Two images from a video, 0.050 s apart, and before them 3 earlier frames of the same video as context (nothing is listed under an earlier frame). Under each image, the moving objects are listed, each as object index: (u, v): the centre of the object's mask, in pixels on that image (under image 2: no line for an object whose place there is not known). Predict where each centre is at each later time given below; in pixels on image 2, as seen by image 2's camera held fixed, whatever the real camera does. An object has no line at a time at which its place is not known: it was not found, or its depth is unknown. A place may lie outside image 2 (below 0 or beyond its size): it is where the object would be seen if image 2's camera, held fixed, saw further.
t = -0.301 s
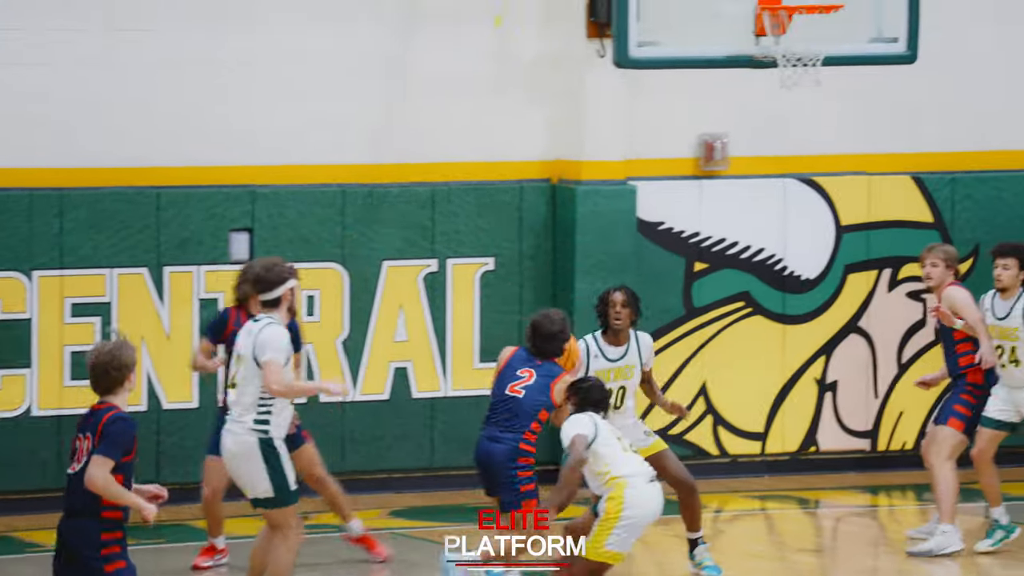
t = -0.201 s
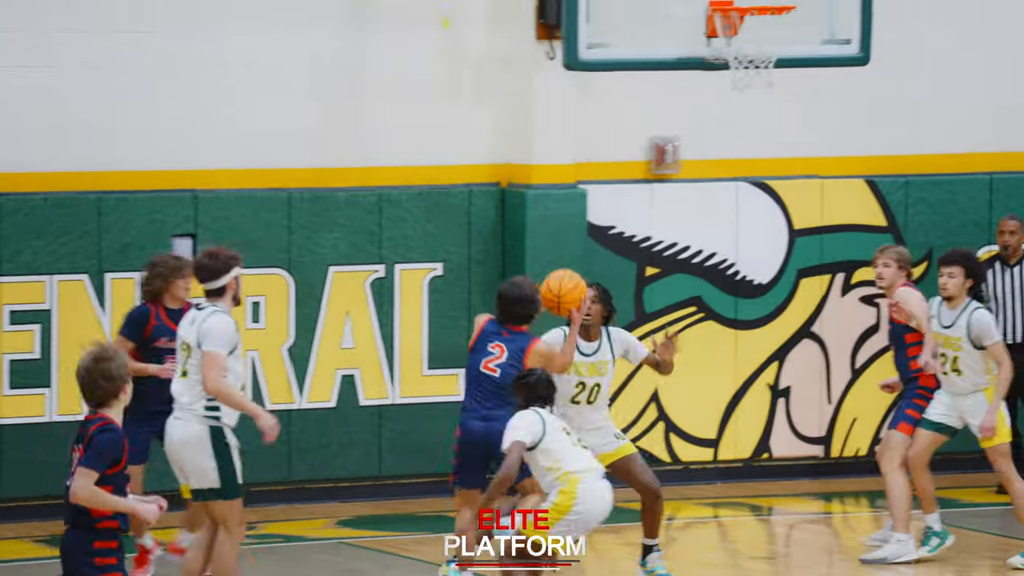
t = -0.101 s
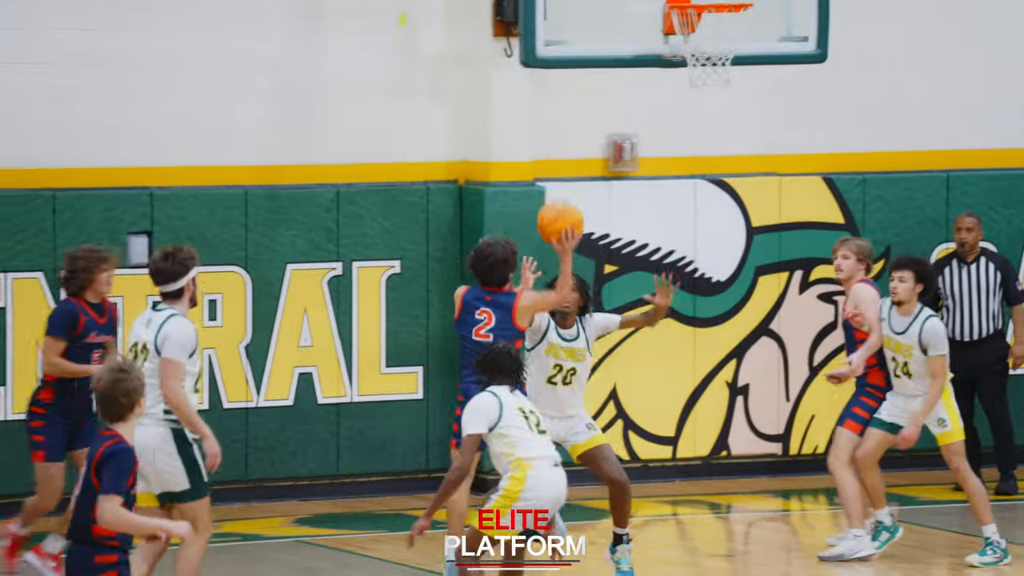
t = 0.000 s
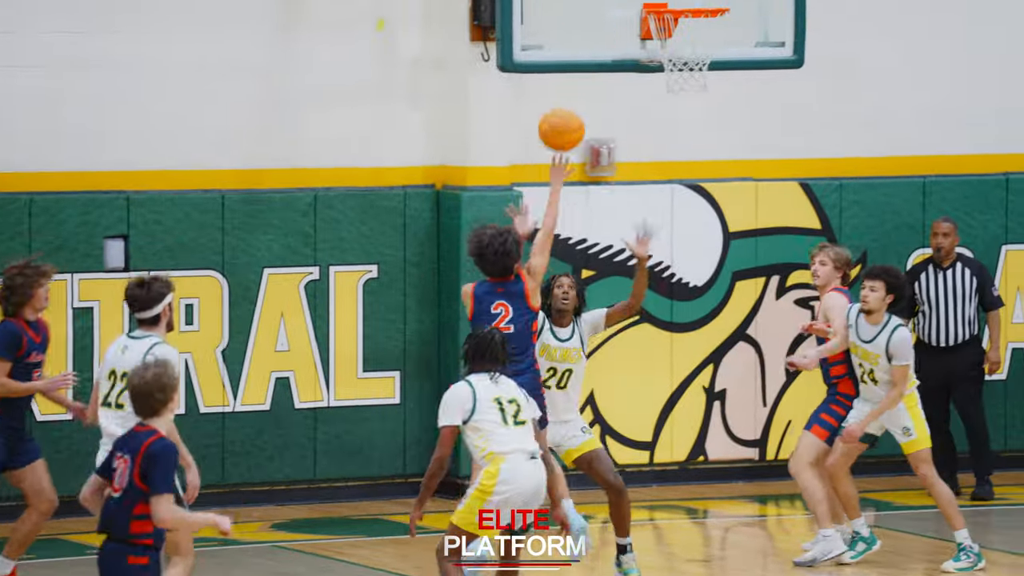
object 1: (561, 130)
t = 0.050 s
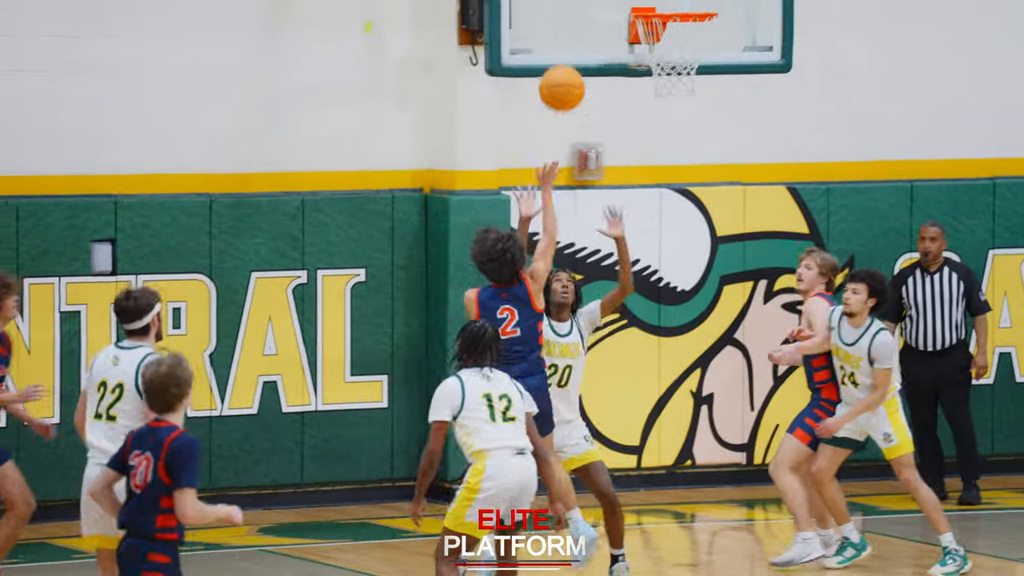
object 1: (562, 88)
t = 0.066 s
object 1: (565, 75)
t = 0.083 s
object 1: (569, 63)
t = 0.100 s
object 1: (574, 50)
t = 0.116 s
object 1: (577, 37)
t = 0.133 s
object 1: (582, 25)
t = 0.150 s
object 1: (585, 13)
